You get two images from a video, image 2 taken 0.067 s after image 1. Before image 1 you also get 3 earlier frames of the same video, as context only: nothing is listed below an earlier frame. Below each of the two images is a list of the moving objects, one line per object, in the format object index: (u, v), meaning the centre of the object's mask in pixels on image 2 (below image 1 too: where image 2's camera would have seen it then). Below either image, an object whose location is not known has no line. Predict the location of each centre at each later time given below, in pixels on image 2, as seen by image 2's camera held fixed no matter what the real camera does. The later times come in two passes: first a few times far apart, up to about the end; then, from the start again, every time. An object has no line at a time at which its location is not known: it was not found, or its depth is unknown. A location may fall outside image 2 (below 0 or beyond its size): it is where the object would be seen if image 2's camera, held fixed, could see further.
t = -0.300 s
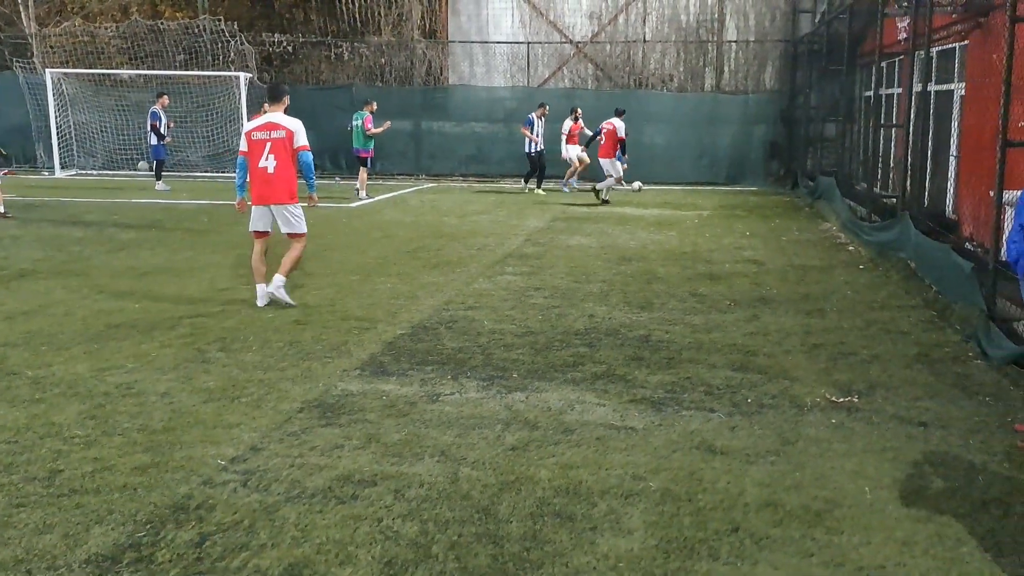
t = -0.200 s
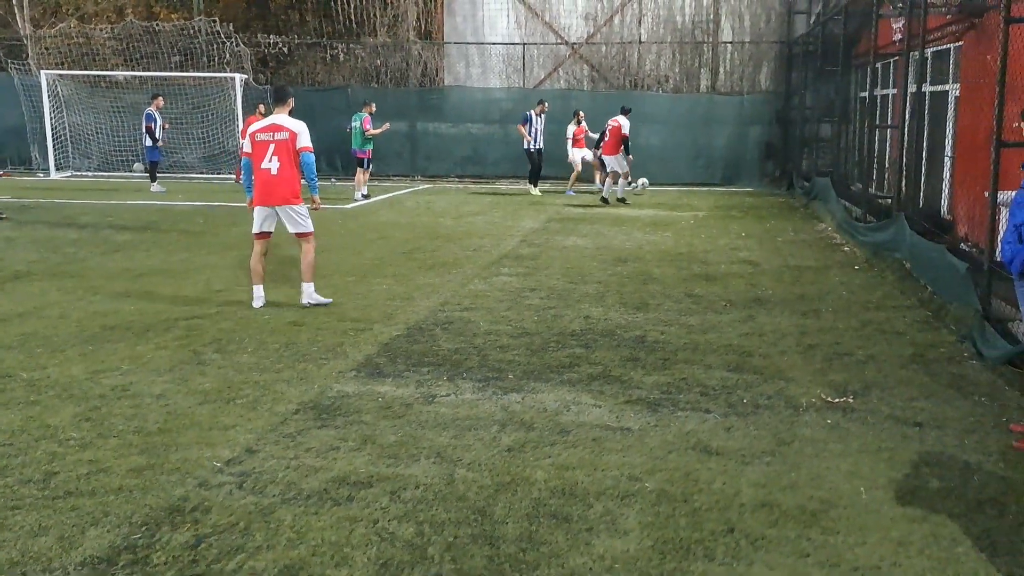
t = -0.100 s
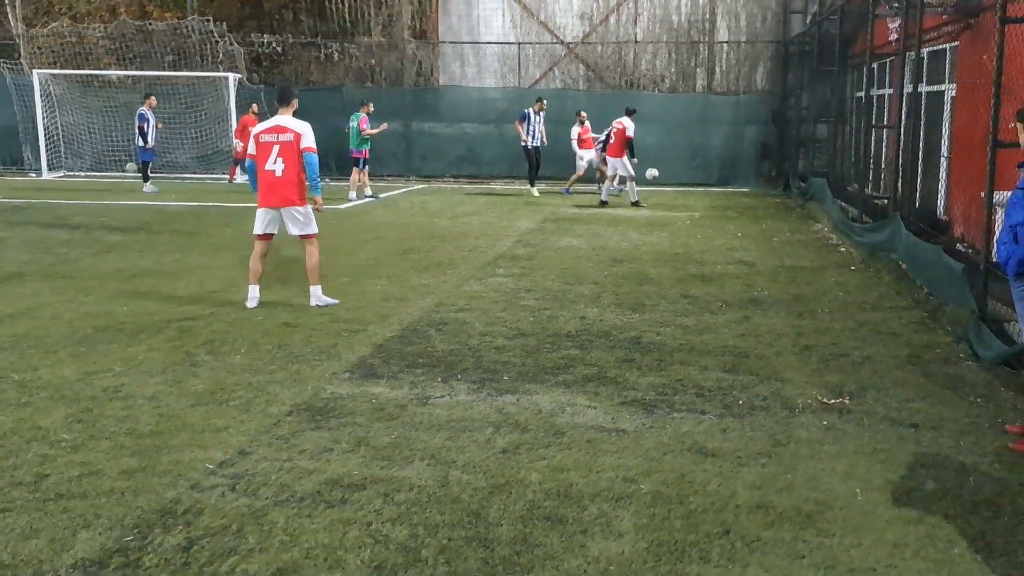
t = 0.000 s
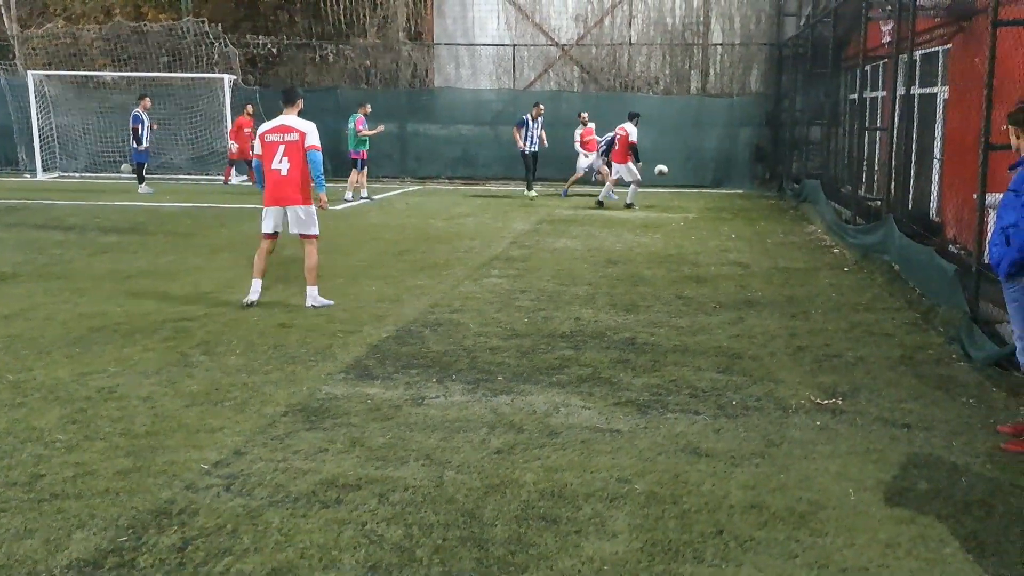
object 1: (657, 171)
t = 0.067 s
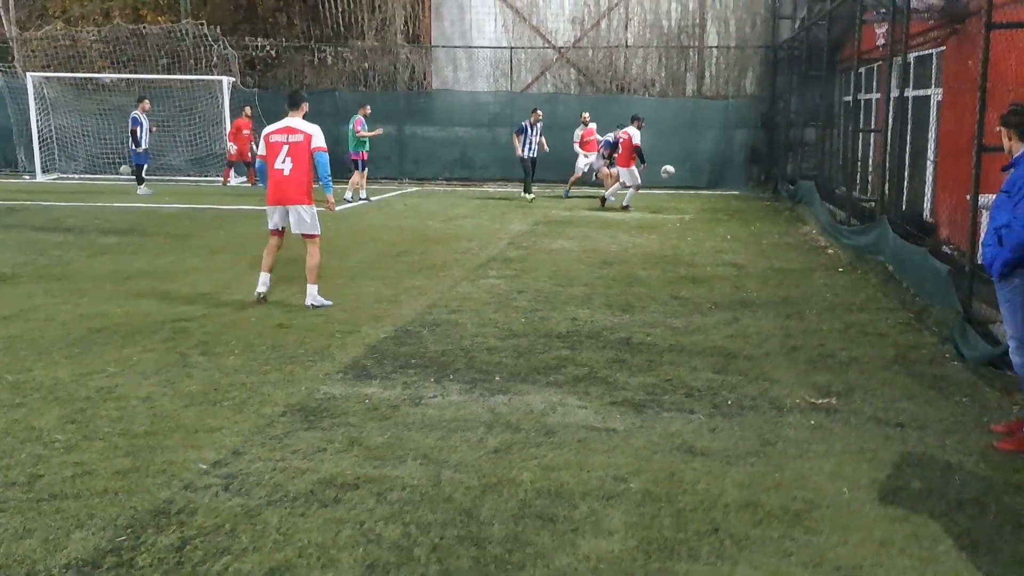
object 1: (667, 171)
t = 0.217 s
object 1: (693, 181)
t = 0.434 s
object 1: (735, 225)
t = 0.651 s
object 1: (774, 216)
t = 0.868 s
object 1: (821, 235)
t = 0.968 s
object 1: (849, 264)
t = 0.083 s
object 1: (670, 172)
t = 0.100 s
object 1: (672, 172)
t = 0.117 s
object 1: (675, 173)
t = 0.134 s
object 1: (678, 174)
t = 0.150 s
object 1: (681, 174)
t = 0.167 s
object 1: (684, 176)
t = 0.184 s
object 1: (687, 177)
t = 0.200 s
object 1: (689, 178)
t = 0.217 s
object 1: (693, 181)
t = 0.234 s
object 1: (695, 182)
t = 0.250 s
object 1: (698, 184)
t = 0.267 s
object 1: (701, 187)
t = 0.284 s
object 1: (704, 189)
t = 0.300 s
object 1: (708, 192)
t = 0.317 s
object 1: (711, 195)
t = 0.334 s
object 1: (714, 199)
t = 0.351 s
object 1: (717, 202)
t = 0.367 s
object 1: (721, 206)
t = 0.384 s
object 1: (724, 211)
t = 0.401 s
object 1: (728, 215)
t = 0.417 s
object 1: (732, 220)
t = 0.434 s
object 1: (735, 225)
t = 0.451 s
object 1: (739, 231)
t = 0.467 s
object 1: (742, 232)
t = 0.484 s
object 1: (745, 229)
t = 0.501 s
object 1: (748, 227)
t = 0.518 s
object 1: (751, 225)
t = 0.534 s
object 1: (753, 224)
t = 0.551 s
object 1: (756, 222)
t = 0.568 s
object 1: (759, 220)
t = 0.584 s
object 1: (761, 218)
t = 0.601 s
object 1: (766, 218)
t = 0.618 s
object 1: (769, 217)
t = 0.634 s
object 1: (772, 216)
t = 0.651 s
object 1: (774, 216)
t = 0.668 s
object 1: (778, 216)
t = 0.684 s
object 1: (781, 216)
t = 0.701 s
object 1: (784, 216)
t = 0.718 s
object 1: (787, 217)
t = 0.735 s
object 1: (792, 218)
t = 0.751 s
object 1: (796, 219)
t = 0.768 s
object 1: (799, 221)
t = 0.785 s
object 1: (802, 223)
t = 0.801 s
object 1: (806, 225)
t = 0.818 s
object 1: (810, 227)
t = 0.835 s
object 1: (813, 229)
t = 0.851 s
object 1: (816, 232)
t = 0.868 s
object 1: (821, 235)
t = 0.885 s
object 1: (825, 239)
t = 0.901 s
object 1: (829, 243)
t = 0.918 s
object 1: (833, 247)
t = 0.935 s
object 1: (837, 251)
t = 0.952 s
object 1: (841, 257)
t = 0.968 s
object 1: (849, 264)
